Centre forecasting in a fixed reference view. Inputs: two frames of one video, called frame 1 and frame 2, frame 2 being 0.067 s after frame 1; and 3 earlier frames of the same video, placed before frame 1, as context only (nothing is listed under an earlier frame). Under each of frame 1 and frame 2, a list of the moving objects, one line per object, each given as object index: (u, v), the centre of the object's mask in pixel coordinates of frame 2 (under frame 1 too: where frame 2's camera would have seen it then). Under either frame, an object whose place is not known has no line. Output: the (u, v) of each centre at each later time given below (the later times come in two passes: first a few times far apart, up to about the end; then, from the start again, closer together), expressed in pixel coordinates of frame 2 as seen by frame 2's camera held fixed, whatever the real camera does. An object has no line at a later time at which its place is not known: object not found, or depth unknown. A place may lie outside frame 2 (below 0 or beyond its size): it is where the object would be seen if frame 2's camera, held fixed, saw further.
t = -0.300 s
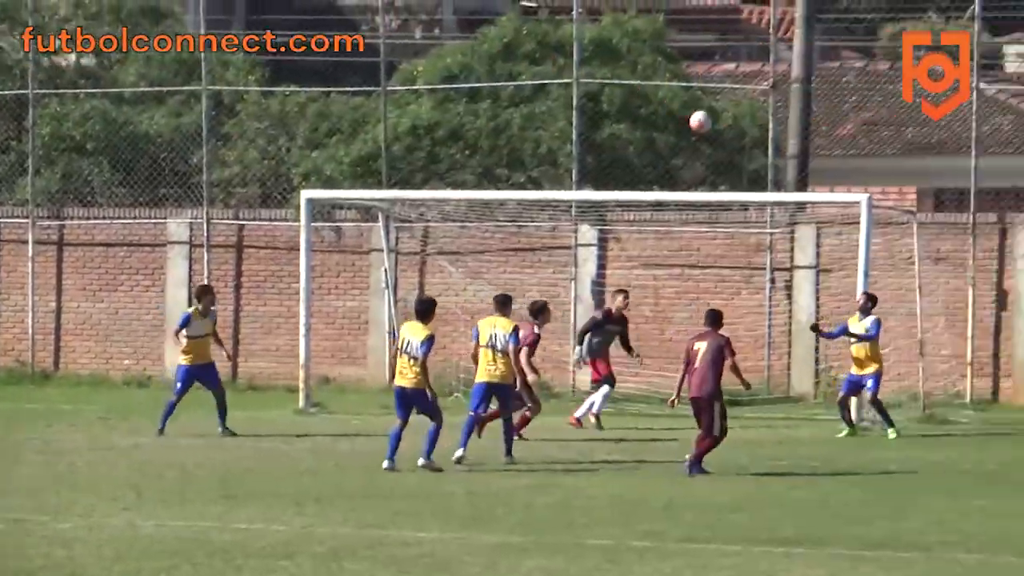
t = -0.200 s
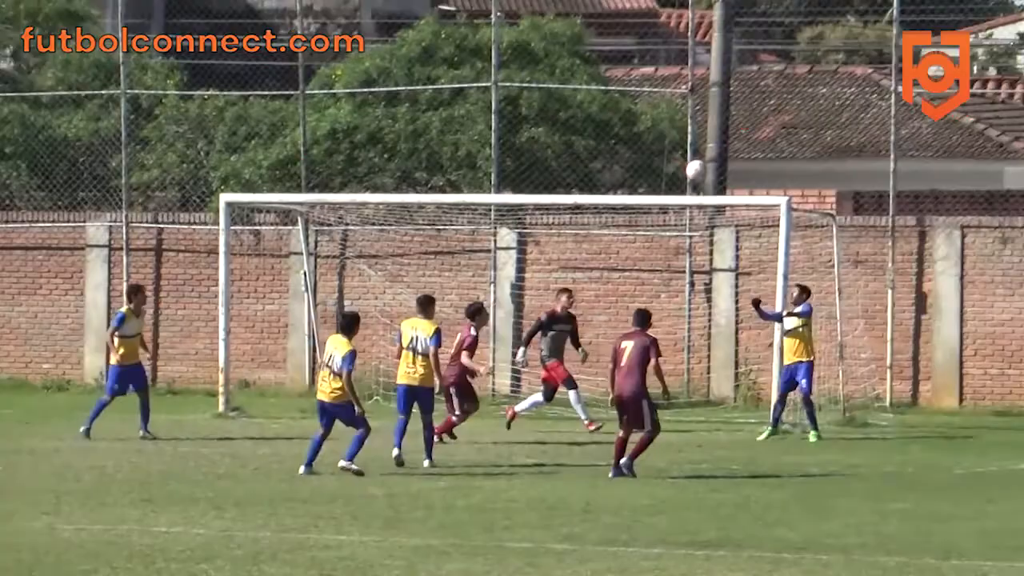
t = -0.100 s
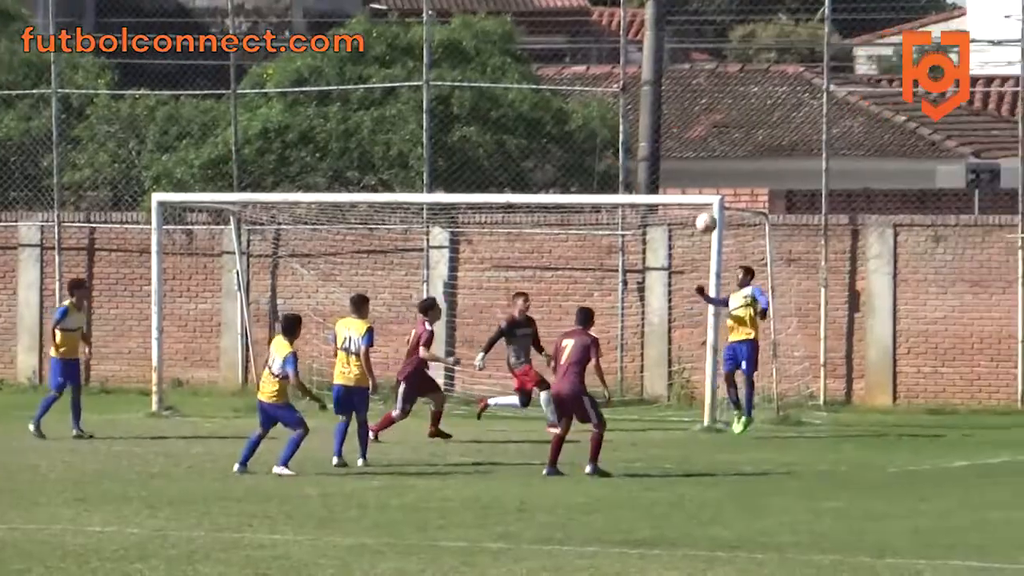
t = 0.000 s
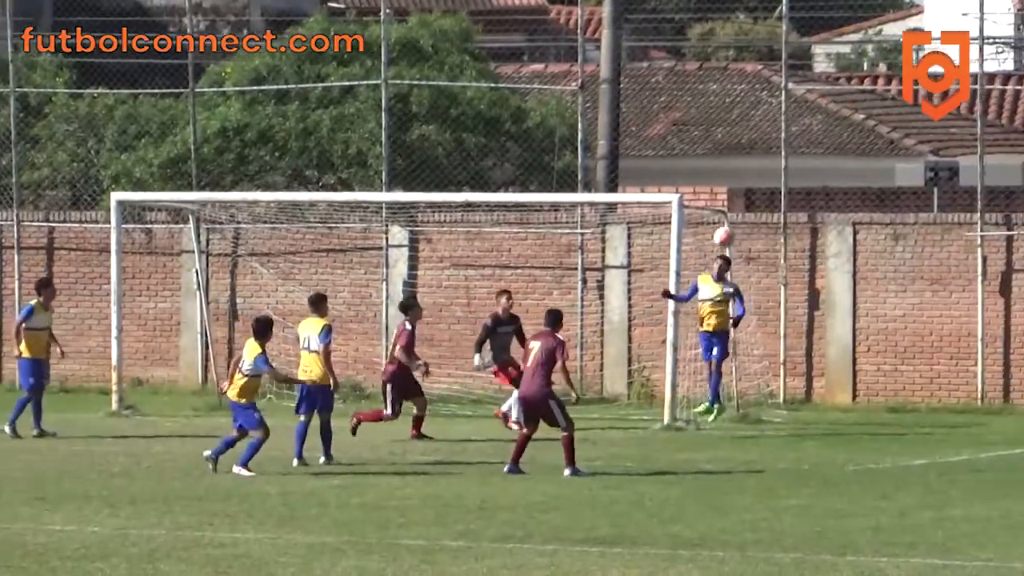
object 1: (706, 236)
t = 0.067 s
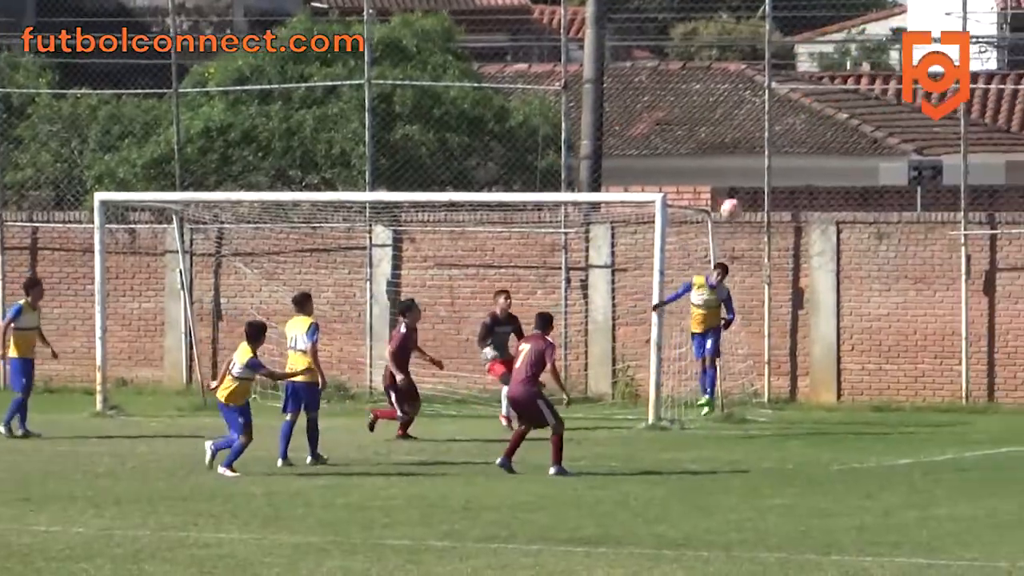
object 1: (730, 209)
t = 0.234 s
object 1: (791, 158)
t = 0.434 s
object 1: (872, 133)
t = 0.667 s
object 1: (976, 160)
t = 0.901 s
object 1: (1087, 248)
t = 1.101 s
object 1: (1187, 376)
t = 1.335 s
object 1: (1283, 429)
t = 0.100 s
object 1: (742, 197)
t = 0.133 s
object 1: (755, 186)
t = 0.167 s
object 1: (766, 175)
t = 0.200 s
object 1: (780, 167)
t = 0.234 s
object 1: (791, 158)
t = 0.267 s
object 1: (805, 152)
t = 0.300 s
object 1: (818, 146)
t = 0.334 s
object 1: (830, 141)
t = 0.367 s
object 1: (843, 137)
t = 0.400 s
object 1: (857, 135)
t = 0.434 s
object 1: (872, 133)
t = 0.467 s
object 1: (887, 134)
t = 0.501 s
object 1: (900, 134)
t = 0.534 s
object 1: (913, 136)
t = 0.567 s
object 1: (928, 140)
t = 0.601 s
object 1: (945, 147)
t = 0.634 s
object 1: (961, 153)
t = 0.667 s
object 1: (976, 160)
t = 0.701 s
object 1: (990, 169)
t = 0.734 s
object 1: (1004, 177)
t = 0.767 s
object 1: (1023, 190)
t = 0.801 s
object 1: (1037, 201)
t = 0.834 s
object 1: (1053, 217)
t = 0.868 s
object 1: (1069, 232)
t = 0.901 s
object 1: (1087, 248)
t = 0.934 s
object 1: (1101, 265)
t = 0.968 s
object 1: (1119, 285)
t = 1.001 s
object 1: (1137, 305)
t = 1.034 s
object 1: (1153, 327)
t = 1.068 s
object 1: (1170, 351)
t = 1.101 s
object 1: (1187, 376)
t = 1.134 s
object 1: (1206, 401)
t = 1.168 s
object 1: (1221, 430)
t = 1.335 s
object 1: (1283, 429)
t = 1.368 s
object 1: (1293, 415)
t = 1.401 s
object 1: (1302, 401)
